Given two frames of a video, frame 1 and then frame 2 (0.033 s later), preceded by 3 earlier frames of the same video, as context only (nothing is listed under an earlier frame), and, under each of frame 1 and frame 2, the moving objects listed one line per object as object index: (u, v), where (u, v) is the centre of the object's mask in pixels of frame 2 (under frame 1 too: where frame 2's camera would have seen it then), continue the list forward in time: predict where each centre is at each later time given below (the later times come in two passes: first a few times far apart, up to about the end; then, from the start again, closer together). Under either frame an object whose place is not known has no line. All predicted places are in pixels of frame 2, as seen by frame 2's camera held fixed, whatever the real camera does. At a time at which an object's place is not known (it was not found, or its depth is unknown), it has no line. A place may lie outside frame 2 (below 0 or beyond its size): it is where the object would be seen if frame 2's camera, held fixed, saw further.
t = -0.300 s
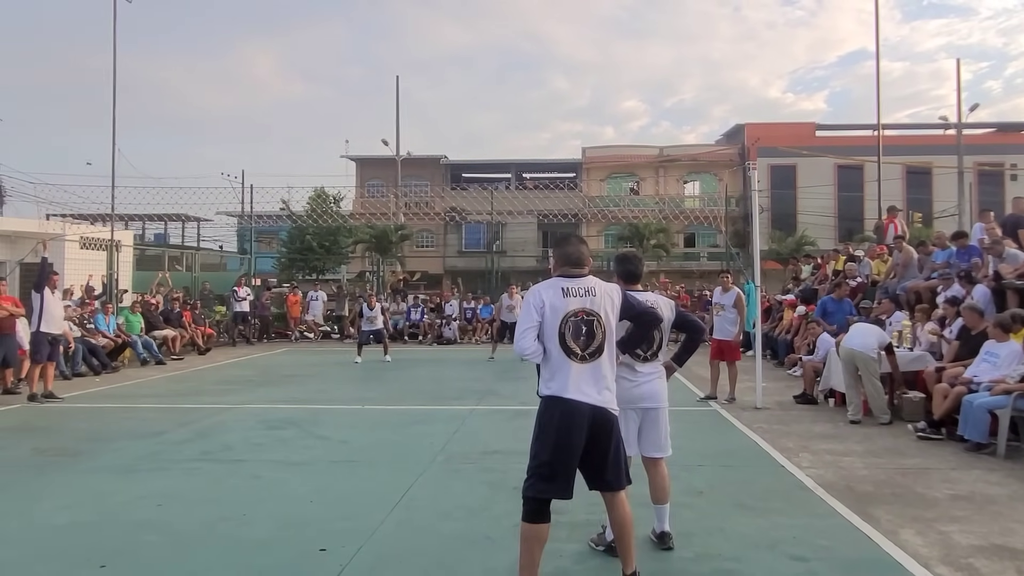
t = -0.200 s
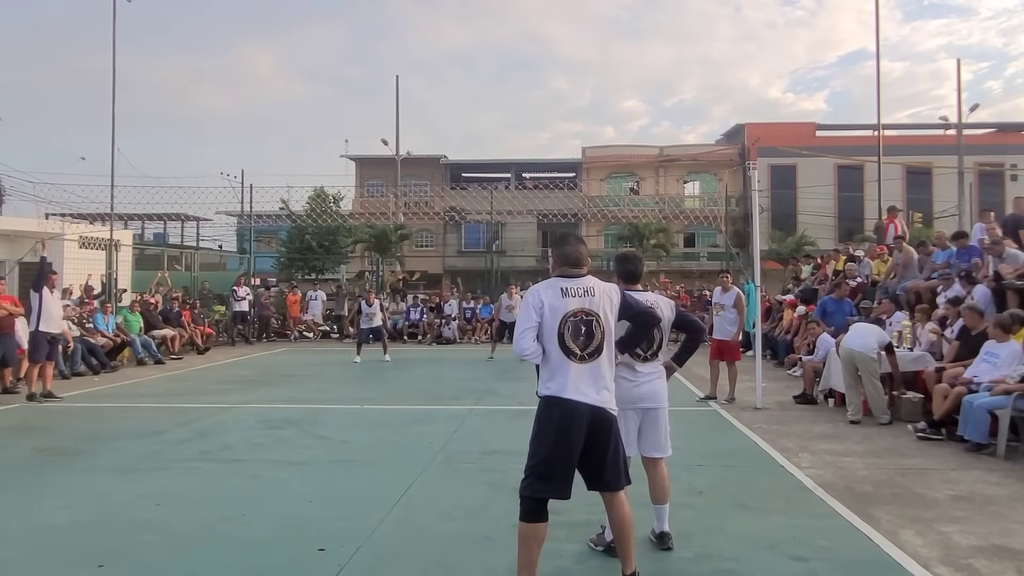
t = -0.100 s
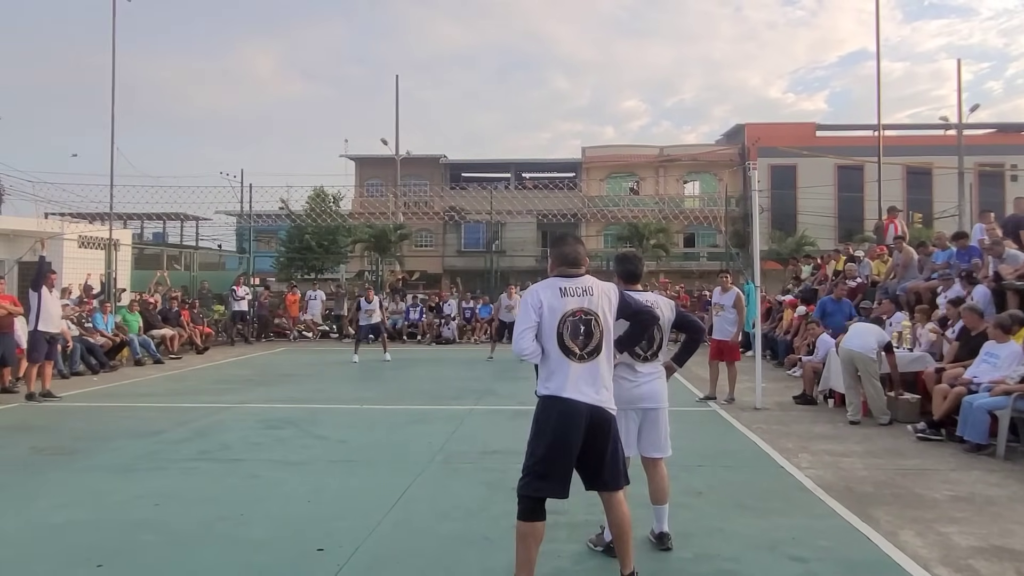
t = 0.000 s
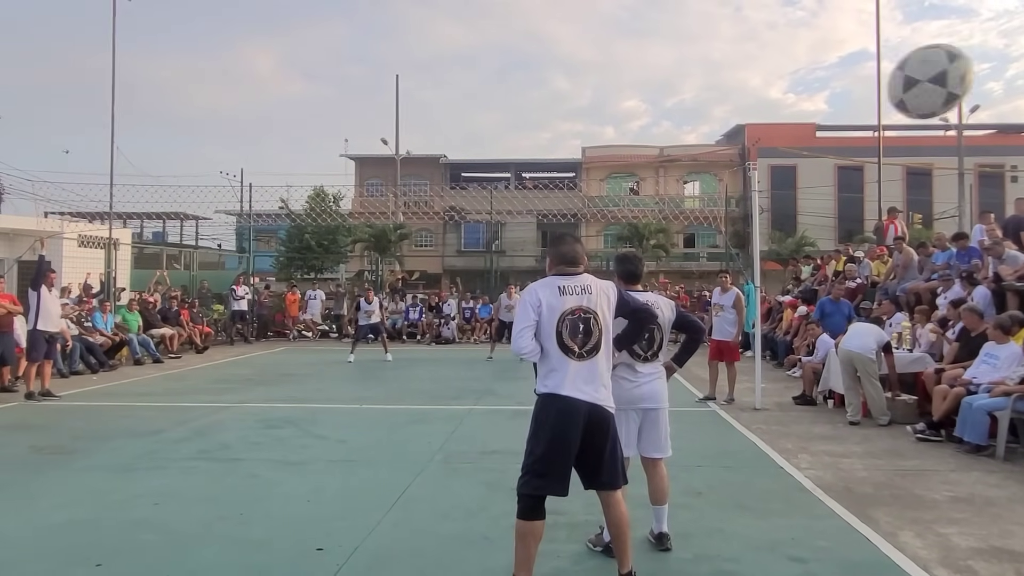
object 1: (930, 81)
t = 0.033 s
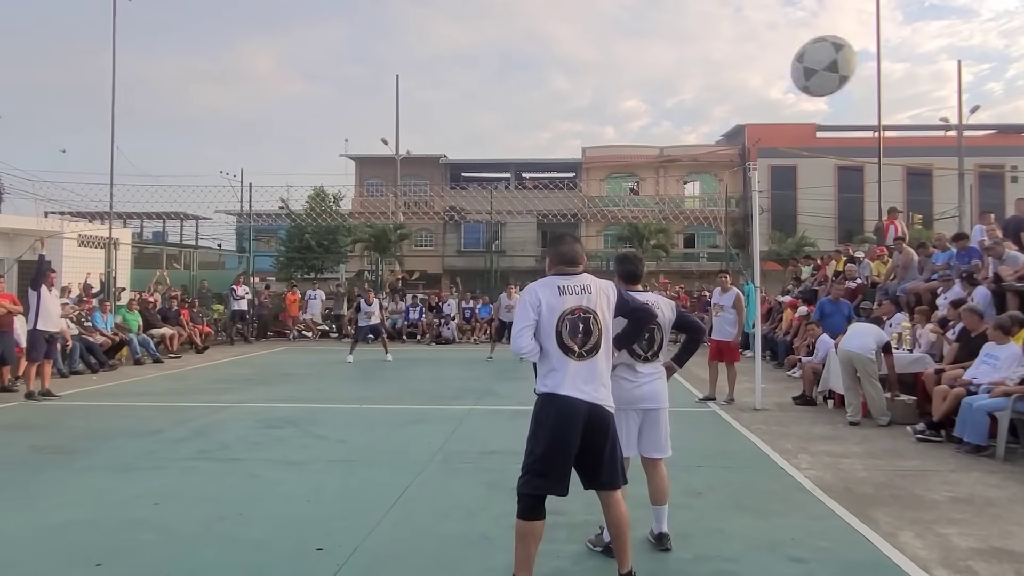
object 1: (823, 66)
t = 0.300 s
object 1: (550, 80)
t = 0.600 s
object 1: (481, 153)
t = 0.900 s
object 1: (454, 234)
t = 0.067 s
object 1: (751, 58)
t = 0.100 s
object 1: (698, 56)
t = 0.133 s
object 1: (658, 56)
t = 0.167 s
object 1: (628, 59)
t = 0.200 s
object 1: (603, 63)
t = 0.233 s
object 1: (582, 68)
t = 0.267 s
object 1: (565, 73)
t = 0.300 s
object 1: (550, 80)
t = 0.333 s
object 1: (538, 87)
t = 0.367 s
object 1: (527, 94)
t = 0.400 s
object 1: (518, 102)
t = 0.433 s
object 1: (510, 110)
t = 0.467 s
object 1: (503, 118)
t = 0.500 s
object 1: (496, 127)
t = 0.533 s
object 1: (491, 135)
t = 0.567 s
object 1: (486, 144)
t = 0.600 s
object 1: (481, 153)
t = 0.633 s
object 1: (477, 162)
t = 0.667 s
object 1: (473, 170)
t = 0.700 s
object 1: (469, 178)
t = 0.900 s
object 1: (454, 234)
